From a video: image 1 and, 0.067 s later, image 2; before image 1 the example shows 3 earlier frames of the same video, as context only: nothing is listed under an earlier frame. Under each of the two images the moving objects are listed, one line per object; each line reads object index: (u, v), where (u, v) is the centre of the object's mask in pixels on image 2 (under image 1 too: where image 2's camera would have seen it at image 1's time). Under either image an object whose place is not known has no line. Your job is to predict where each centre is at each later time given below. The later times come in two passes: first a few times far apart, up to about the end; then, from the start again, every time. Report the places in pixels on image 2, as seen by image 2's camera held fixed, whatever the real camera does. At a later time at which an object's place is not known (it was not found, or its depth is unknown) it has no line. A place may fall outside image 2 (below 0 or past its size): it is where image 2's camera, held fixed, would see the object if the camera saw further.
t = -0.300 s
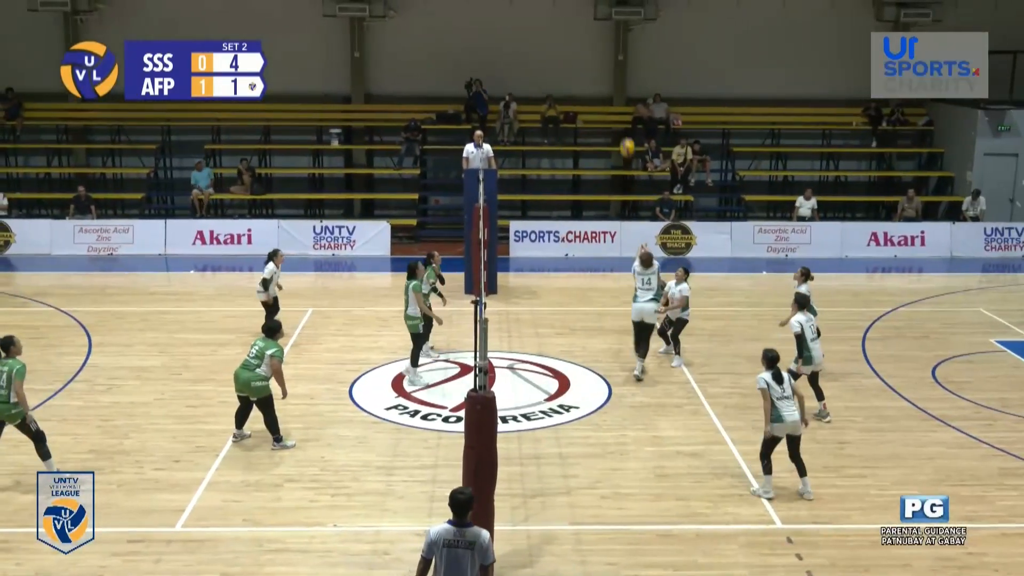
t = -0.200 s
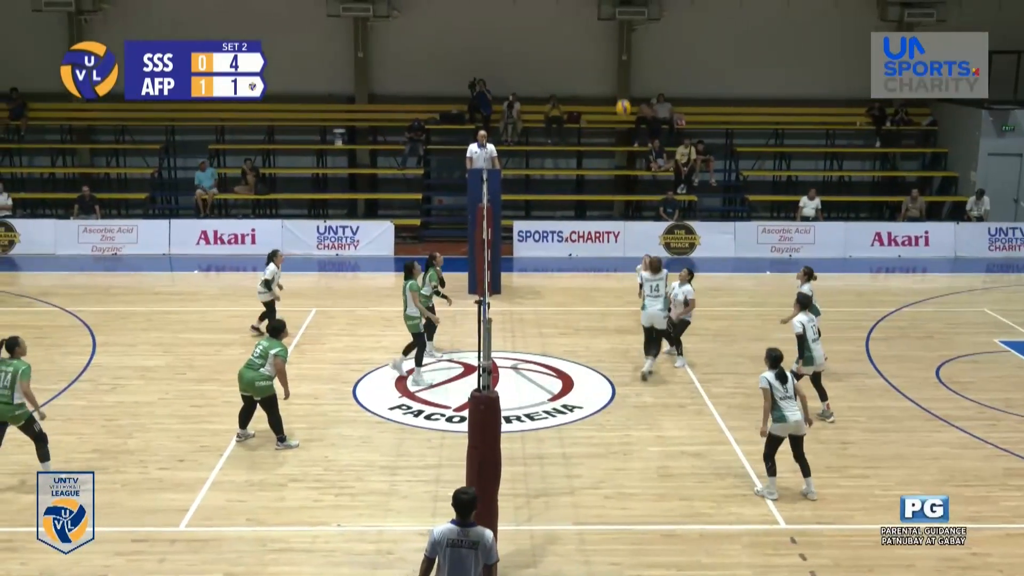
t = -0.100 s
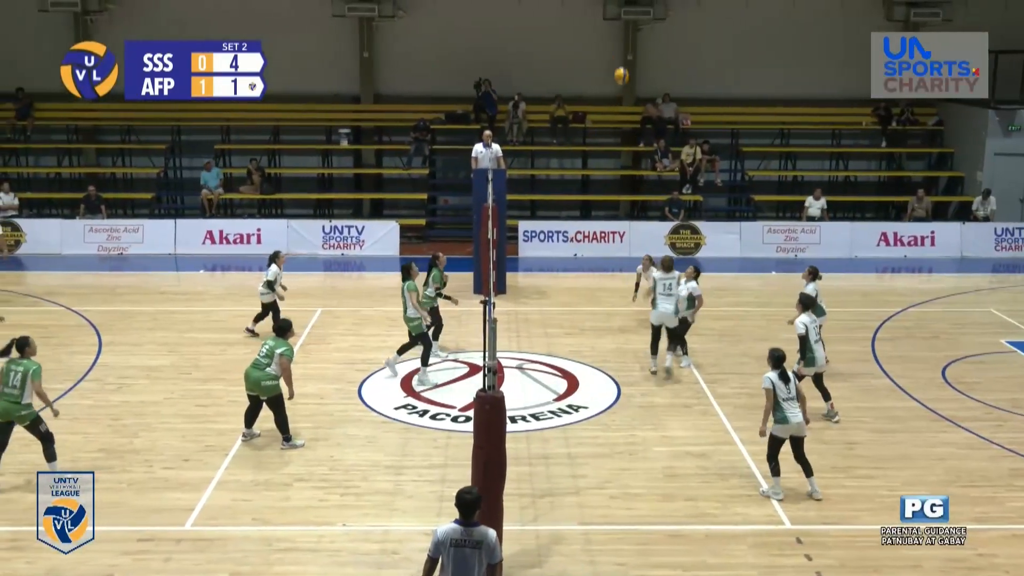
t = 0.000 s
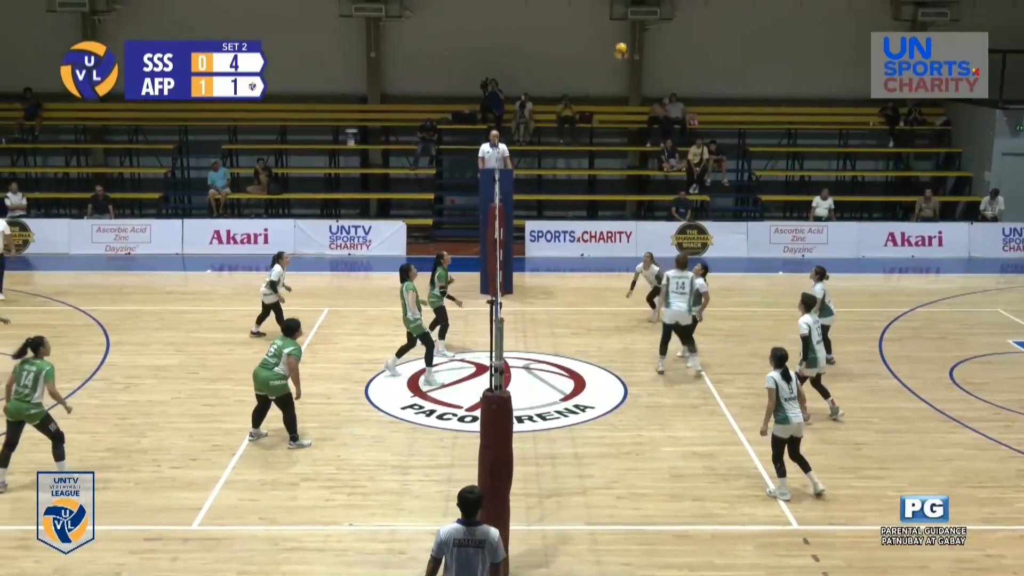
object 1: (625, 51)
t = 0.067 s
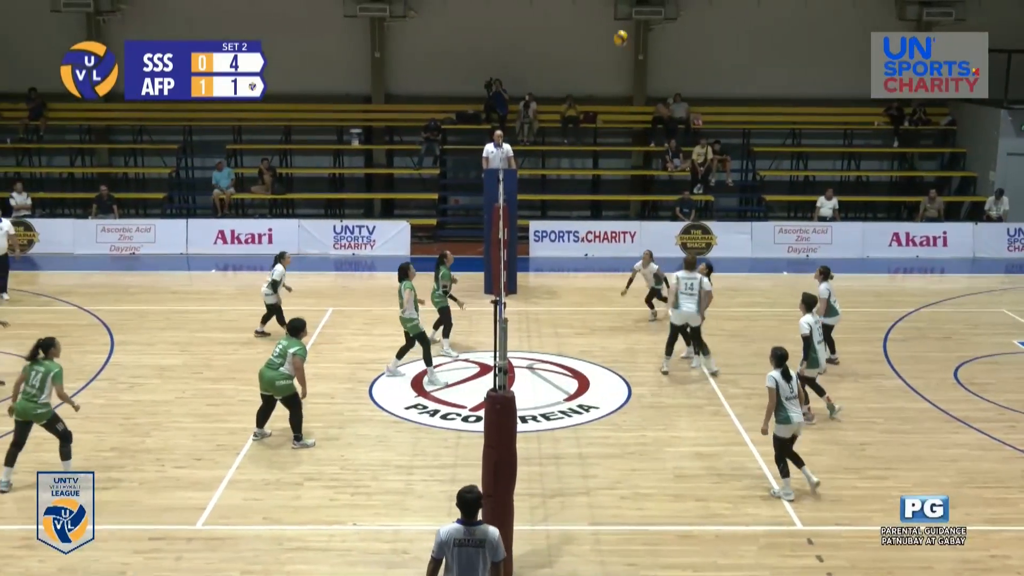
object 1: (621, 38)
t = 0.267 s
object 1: (607, 19)
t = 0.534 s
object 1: (589, 35)
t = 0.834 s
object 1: (569, 107)
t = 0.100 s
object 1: (618, 33)
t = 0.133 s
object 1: (616, 29)
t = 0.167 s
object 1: (614, 25)
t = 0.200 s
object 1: (612, 22)
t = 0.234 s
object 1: (610, 20)
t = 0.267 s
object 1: (607, 19)
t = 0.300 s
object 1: (605, 19)
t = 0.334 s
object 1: (603, 19)
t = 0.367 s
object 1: (601, 20)
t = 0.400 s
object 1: (598, 21)
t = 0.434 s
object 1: (596, 24)
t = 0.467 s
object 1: (593, 27)
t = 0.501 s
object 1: (591, 30)
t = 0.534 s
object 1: (589, 35)
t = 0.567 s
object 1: (587, 41)
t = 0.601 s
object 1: (585, 46)
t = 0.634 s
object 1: (582, 53)
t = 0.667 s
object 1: (580, 61)
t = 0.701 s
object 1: (577, 69)
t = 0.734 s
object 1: (575, 77)
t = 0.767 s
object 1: (573, 87)
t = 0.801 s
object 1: (571, 96)
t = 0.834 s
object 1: (569, 107)
